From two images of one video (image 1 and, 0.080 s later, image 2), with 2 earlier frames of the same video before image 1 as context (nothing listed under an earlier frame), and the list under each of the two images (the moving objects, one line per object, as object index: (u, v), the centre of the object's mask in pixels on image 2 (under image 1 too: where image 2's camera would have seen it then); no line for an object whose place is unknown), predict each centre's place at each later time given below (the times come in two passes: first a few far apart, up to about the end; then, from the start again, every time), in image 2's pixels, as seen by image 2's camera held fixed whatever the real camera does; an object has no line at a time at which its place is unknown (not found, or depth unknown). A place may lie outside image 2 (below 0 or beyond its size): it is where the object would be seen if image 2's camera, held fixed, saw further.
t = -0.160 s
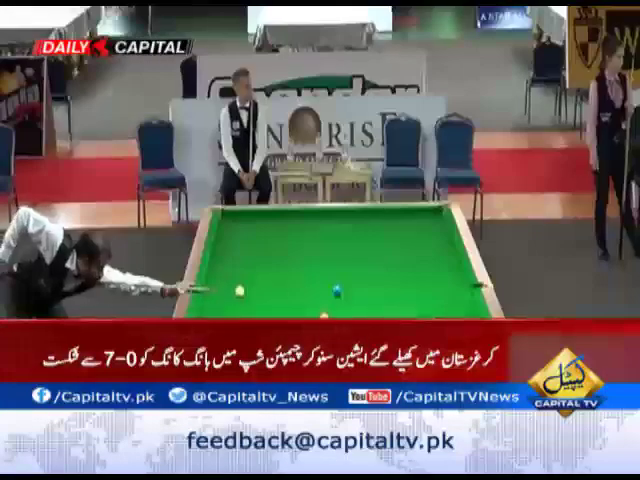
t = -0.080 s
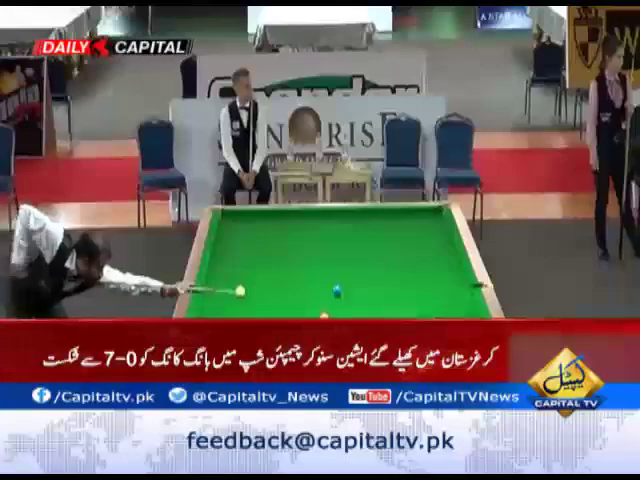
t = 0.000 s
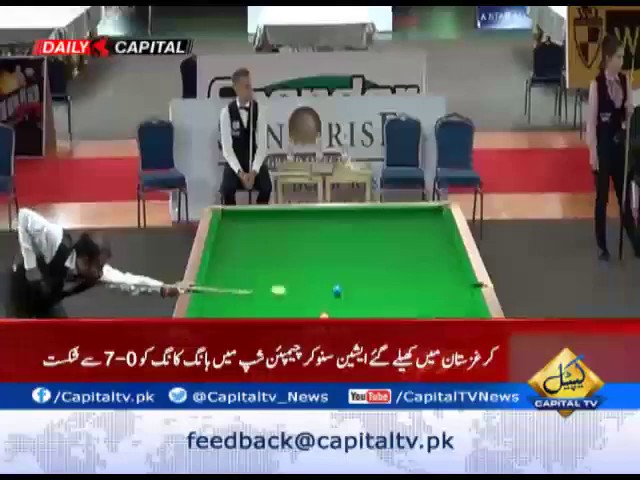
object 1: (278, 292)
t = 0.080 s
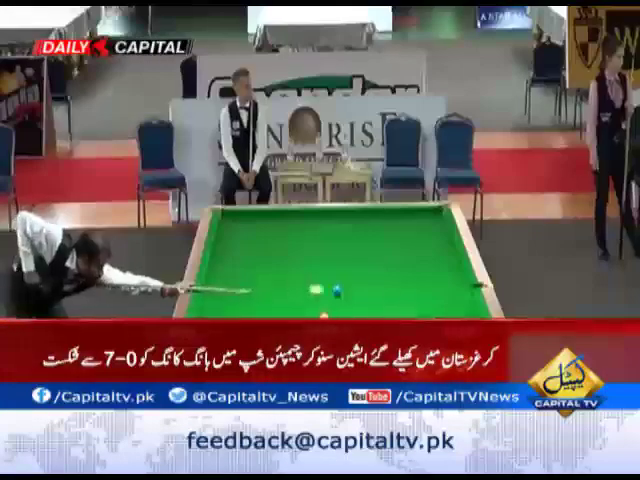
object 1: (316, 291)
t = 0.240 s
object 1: (332, 292)
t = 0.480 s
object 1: (336, 291)
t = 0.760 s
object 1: (341, 292)
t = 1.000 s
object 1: (344, 292)
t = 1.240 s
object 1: (346, 292)
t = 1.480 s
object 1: (348, 292)
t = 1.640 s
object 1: (348, 292)
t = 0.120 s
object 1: (329, 291)
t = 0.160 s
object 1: (330, 292)
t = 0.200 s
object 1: (331, 292)
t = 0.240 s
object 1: (332, 292)
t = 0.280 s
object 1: (332, 291)
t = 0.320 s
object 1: (333, 291)
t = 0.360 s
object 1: (334, 291)
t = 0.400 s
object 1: (335, 291)
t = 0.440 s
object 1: (336, 291)
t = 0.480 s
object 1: (336, 291)
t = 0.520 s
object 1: (337, 292)
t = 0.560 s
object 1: (338, 292)
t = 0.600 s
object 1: (338, 292)
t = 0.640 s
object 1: (339, 292)
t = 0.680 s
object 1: (340, 292)
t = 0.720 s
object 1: (340, 292)
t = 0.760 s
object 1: (341, 292)
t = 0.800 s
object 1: (341, 292)
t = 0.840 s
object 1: (342, 292)
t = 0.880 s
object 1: (342, 292)
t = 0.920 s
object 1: (343, 292)
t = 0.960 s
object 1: (343, 292)
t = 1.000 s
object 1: (344, 292)
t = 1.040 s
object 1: (344, 292)
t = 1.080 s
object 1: (345, 292)
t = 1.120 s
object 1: (345, 292)
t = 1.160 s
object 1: (346, 292)
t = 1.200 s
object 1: (346, 292)
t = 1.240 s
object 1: (346, 292)
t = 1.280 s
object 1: (346, 292)
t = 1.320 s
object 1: (347, 292)
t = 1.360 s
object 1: (347, 292)
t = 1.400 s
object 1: (347, 292)
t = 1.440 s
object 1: (347, 292)
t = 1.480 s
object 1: (348, 292)
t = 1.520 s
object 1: (348, 292)
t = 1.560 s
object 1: (348, 292)
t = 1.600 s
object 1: (348, 292)
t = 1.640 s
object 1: (348, 292)
